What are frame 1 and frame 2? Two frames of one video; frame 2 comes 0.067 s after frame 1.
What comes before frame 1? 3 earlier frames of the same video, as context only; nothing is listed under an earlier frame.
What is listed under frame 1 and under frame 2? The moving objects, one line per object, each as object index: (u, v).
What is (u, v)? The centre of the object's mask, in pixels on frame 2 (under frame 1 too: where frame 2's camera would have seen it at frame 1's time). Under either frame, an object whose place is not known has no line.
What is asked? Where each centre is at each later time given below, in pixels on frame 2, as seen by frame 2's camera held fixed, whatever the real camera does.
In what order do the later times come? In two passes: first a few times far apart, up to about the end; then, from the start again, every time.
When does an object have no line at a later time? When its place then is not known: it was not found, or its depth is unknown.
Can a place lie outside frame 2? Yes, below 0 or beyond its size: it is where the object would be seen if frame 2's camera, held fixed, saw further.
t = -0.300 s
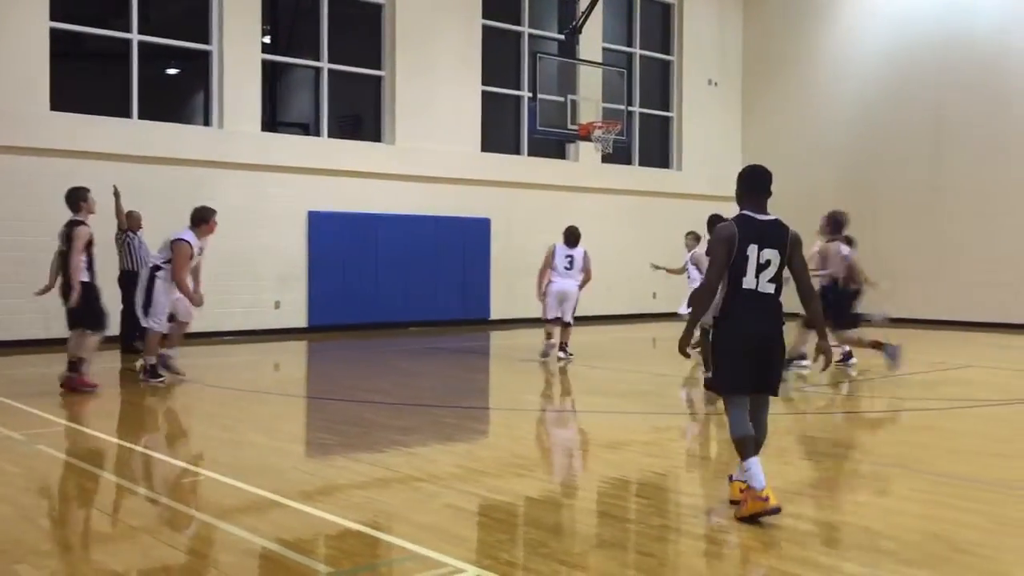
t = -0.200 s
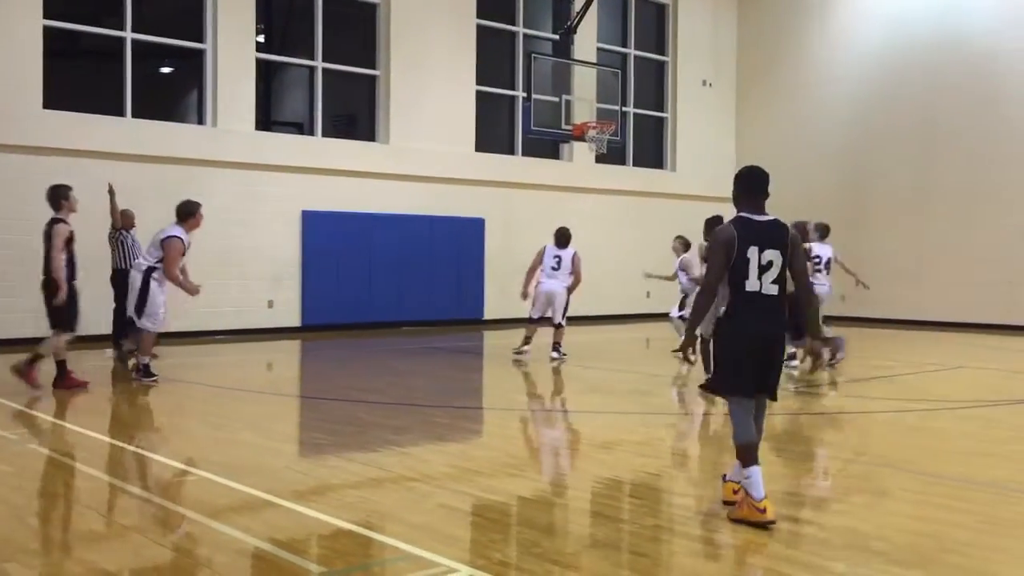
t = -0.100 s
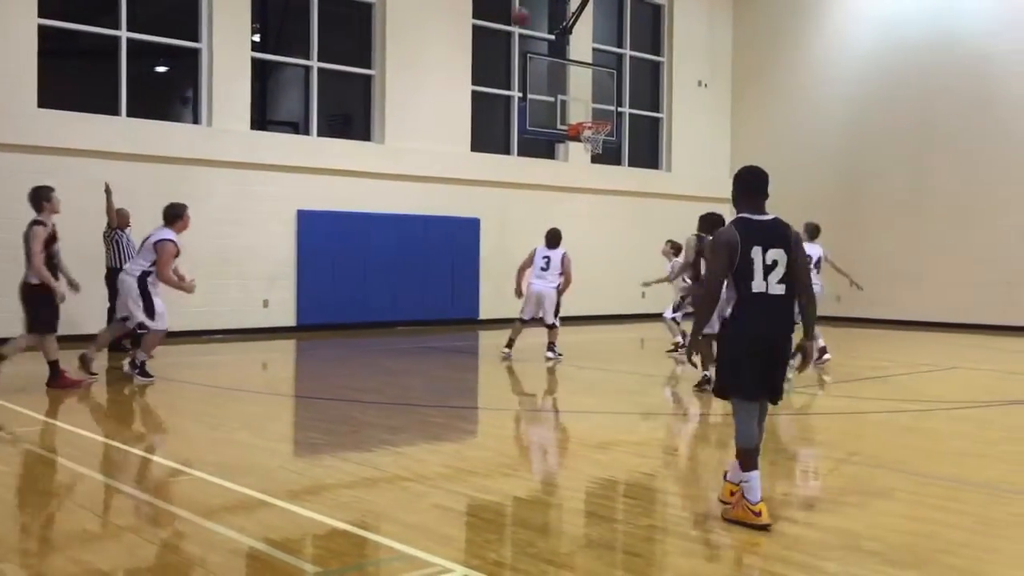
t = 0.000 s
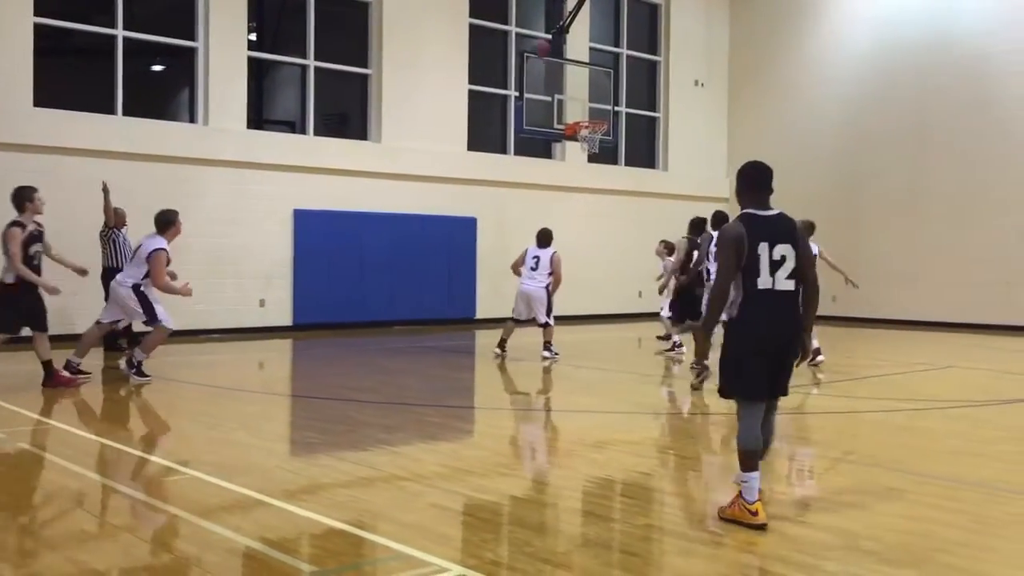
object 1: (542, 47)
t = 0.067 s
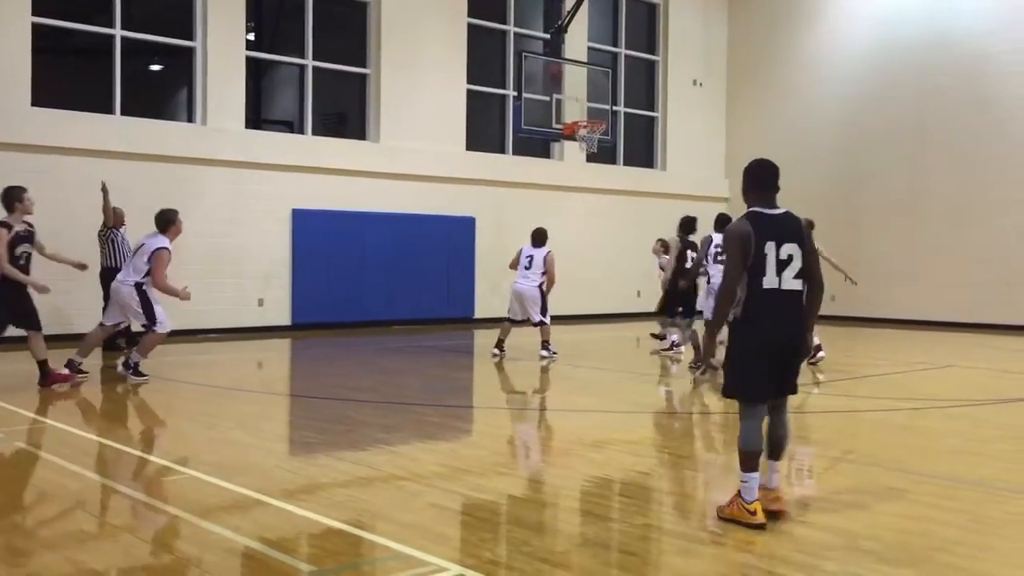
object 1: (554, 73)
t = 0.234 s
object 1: (595, 111)
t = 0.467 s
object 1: (669, 99)
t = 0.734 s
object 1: (751, 136)
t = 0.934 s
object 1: (810, 198)
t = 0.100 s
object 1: (561, 86)
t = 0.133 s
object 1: (569, 99)
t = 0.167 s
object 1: (575, 114)
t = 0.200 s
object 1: (584, 113)
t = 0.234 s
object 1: (595, 111)
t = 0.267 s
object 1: (607, 109)
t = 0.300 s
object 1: (618, 103)
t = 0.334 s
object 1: (630, 98)
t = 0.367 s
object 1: (636, 96)
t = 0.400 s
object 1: (650, 97)
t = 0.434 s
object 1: (659, 98)
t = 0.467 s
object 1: (669, 99)
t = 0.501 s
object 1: (680, 101)
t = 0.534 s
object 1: (690, 103)
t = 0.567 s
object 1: (700, 107)
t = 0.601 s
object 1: (710, 111)
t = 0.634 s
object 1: (720, 116)
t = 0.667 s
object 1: (731, 122)
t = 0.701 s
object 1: (740, 129)
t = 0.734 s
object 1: (751, 136)
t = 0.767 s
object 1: (761, 145)
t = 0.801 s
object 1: (771, 154)
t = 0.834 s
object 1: (781, 164)
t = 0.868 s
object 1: (791, 174)
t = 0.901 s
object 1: (800, 185)
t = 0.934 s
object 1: (810, 198)
